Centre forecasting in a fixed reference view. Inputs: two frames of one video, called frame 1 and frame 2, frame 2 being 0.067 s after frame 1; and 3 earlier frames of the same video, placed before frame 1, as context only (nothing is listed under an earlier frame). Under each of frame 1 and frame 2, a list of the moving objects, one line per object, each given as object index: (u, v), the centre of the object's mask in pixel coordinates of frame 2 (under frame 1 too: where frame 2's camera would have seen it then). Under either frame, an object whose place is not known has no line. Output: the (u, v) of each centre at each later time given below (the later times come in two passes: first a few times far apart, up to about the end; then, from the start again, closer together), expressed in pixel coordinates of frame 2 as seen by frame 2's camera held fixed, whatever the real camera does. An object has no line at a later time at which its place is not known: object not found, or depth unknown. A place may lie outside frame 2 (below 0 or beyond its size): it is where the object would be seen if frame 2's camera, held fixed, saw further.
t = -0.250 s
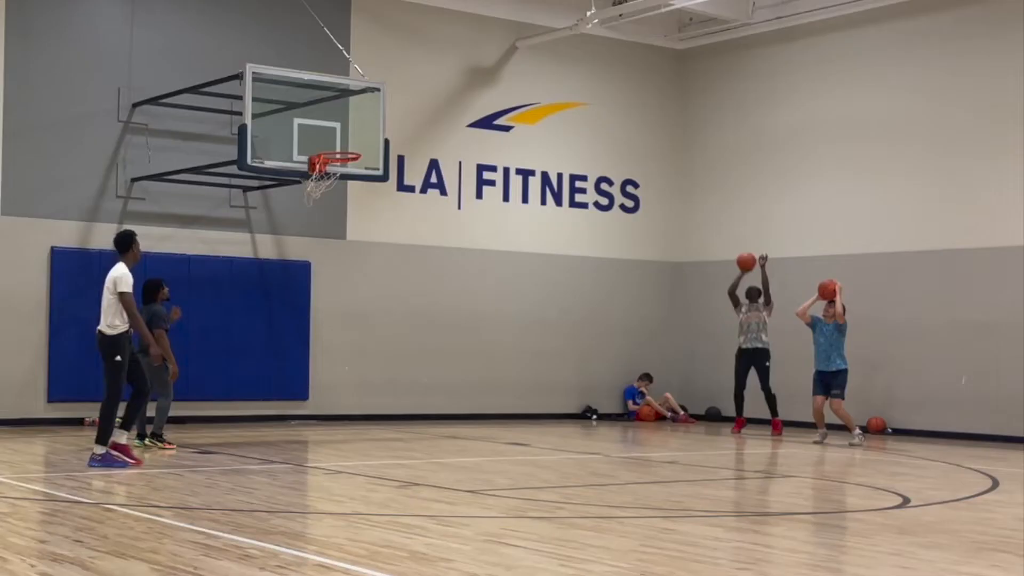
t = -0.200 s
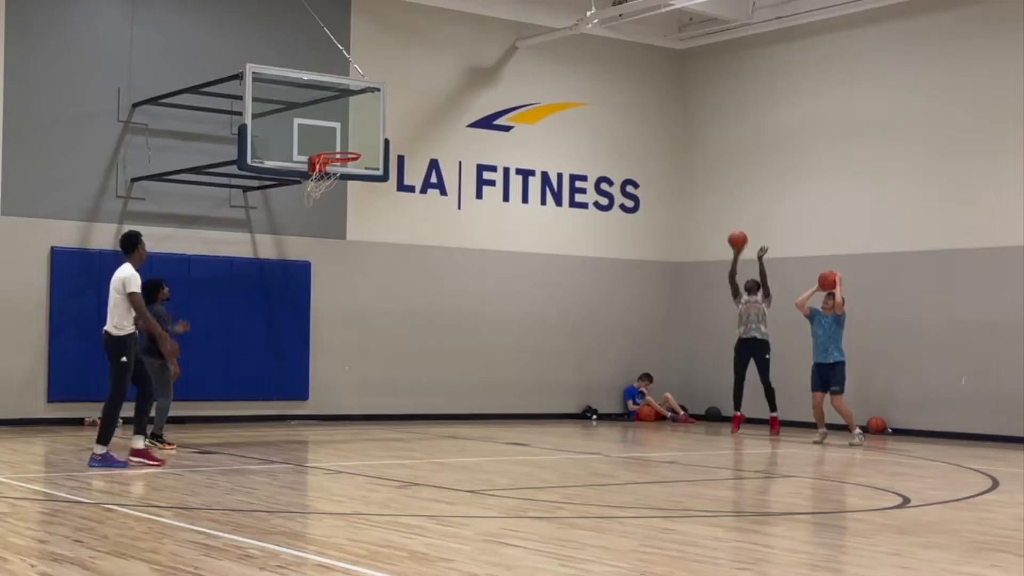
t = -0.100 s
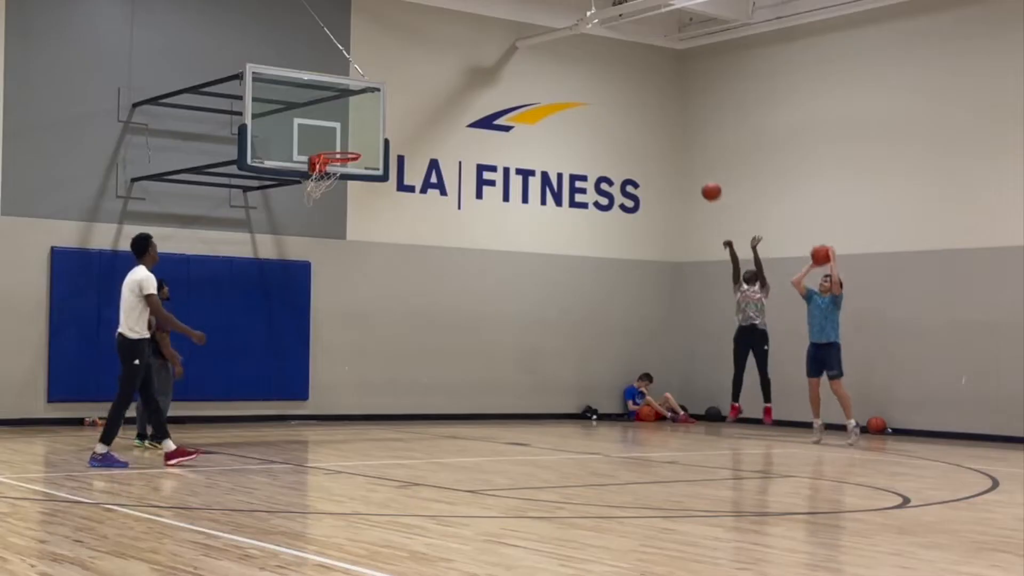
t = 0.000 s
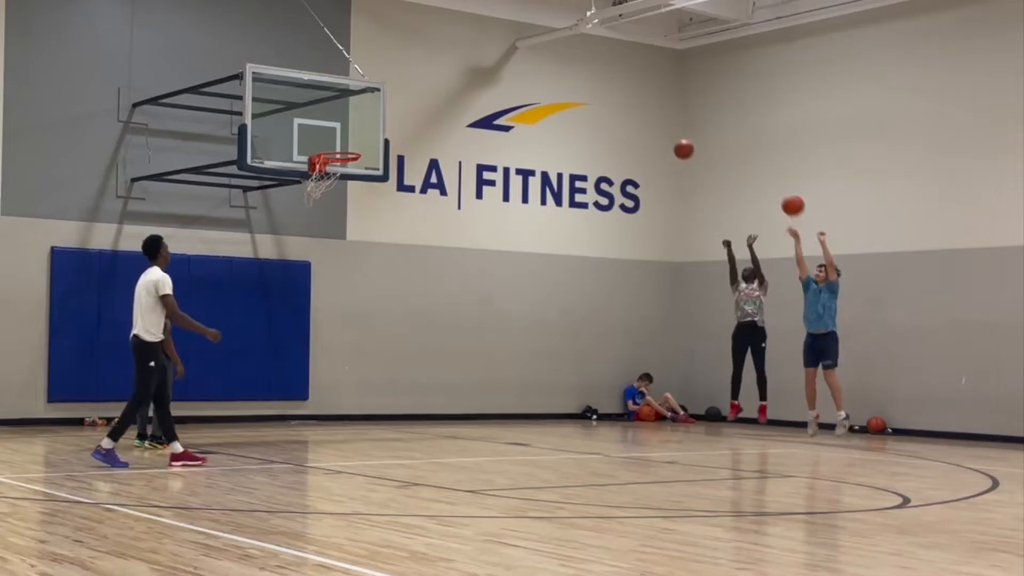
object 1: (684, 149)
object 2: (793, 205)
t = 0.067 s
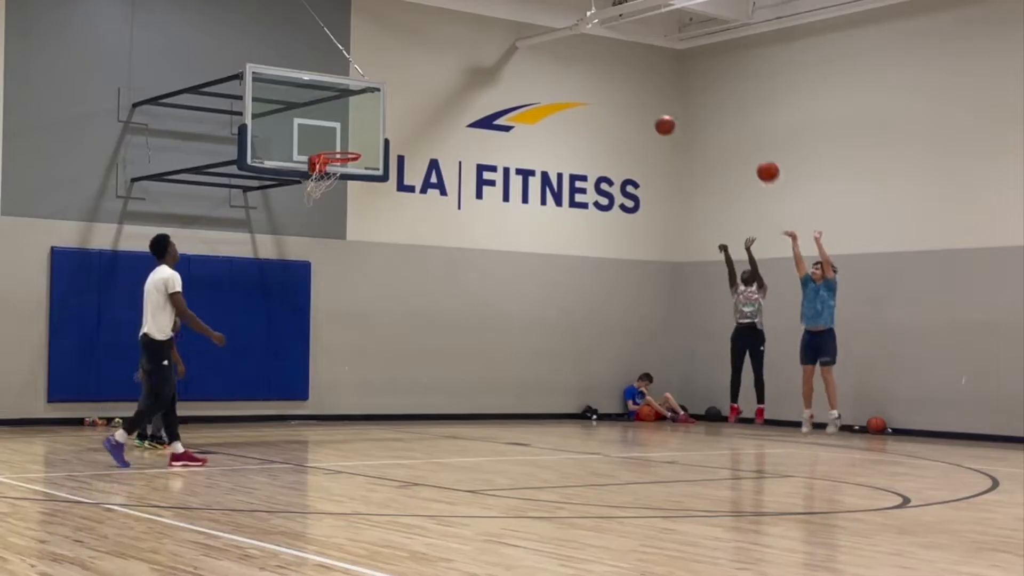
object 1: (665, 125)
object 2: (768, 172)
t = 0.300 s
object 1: (597, 66)
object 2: (679, 82)
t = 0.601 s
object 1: (505, 53)
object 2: (560, 35)
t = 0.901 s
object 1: (406, 118)
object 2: (437, 67)
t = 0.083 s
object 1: (660, 120)
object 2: (762, 164)
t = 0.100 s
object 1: (655, 114)
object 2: (755, 156)
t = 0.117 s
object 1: (651, 109)
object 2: (749, 149)
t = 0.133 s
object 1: (646, 104)
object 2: (743, 142)
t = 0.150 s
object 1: (641, 100)
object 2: (737, 134)
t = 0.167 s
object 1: (636, 95)
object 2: (730, 128)
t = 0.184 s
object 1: (632, 91)
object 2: (724, 121)
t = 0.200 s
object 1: (627, 87)
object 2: (717, 115)
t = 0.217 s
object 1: (622, 83)
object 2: (711, 109)
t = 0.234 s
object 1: (617, 79)
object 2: (705, 103)
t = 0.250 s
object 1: (612, 76)
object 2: (698, 98)
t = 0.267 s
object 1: (607, 72)
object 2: (692, 92)
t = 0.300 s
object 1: (597, 66)
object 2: (679, 82)
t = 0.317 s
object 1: (592, 64)
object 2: (672, 78)
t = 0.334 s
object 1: (587, 61)
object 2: (666, 73)
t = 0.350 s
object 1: (582, 59)
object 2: (659, 69)
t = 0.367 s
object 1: (577, 57)
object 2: (652, 65)
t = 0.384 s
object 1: (572, 55)
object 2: (646, 61)
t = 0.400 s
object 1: (567, 54)
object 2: (640, 58)
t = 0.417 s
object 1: (562, 52)
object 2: (633, 55)
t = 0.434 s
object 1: (557, 51)
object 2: (627, 52)
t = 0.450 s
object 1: (552, 50)
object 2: (620, 49)
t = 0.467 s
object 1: (547, 50)
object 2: (613, 47)
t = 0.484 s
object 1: (542, 49)
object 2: (607, 44)
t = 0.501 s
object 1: (536, 49)
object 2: (600, 42)
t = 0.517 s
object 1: (531, 49)
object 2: (593, 41)
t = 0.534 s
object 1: (526, 49)
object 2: (587, 39)
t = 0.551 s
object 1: (521, 50)
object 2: (580, 38)
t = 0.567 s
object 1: (515, 50)
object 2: (573, 37)
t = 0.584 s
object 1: (510, 51)
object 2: (567, 36)
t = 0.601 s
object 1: (505, 53)
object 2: (560, 35)
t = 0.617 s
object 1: (500, 54)
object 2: (553, 35)
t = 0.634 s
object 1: (494, 56)
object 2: (547, 35)
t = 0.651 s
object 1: (489, 58)
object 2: (540, 35)
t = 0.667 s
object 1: (483, 60)
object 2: (533, 35)
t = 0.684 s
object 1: (478, 62)
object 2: (526, 36)
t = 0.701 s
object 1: (473, 65)
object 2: (520, 37)
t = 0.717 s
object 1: (467, 68)
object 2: (513, 38)
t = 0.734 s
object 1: (462, 71)
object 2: (506, 40)
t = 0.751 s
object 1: (456, 75)
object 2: (499, 41)
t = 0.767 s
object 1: (451, 78)
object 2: (492, 43)
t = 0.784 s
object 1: (445, 83)
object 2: (486, 45)
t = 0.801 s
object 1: (440, 87)
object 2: (479, 48)
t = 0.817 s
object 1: (434, 91)
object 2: (472, 50)
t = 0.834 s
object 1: (429, 96)
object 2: (465, 53)
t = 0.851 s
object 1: (423, 101)
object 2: (458, 56)
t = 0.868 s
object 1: (417, 106)
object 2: (451, 60)
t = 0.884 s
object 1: (411, 112)
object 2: (444, 63)
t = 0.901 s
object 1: (406, 118)
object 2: (437, 67)
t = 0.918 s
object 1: (400, 124)
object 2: (430, 71)
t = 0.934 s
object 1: (394, 130)
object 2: (423, 76)
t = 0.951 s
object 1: (388, 137)
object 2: (416, 80)
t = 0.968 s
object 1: (383, 144)
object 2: (409, 85)
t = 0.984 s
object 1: (377, 151)
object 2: (402, 90)
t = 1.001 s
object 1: (371, 158)
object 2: (395, 96)
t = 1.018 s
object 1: (369, 165)
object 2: (388, 102)
